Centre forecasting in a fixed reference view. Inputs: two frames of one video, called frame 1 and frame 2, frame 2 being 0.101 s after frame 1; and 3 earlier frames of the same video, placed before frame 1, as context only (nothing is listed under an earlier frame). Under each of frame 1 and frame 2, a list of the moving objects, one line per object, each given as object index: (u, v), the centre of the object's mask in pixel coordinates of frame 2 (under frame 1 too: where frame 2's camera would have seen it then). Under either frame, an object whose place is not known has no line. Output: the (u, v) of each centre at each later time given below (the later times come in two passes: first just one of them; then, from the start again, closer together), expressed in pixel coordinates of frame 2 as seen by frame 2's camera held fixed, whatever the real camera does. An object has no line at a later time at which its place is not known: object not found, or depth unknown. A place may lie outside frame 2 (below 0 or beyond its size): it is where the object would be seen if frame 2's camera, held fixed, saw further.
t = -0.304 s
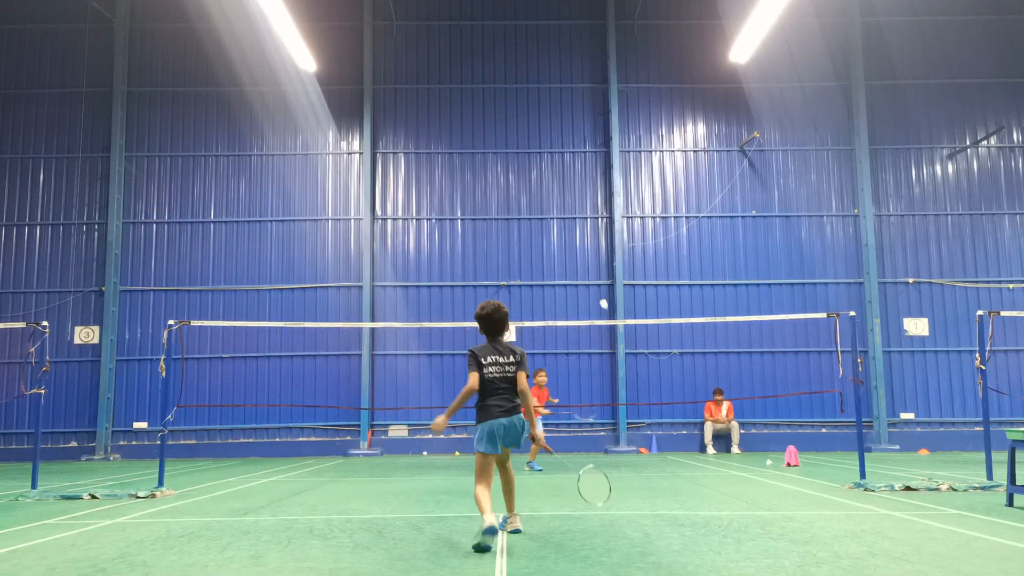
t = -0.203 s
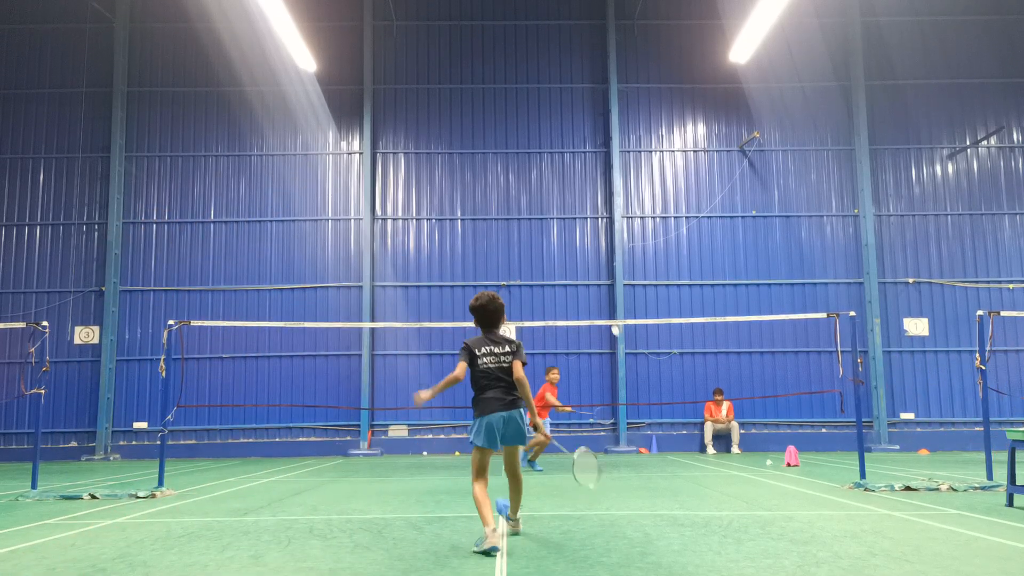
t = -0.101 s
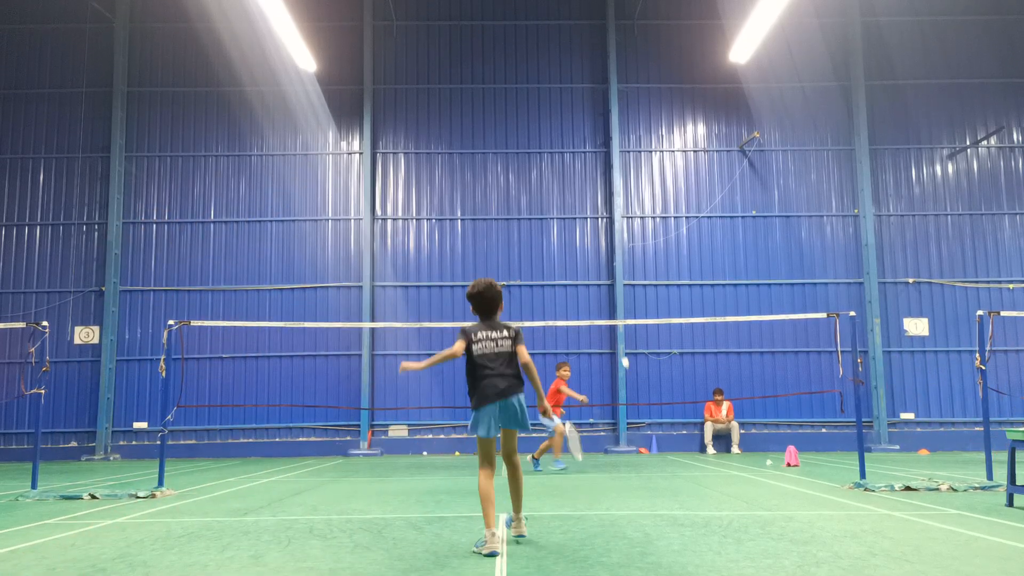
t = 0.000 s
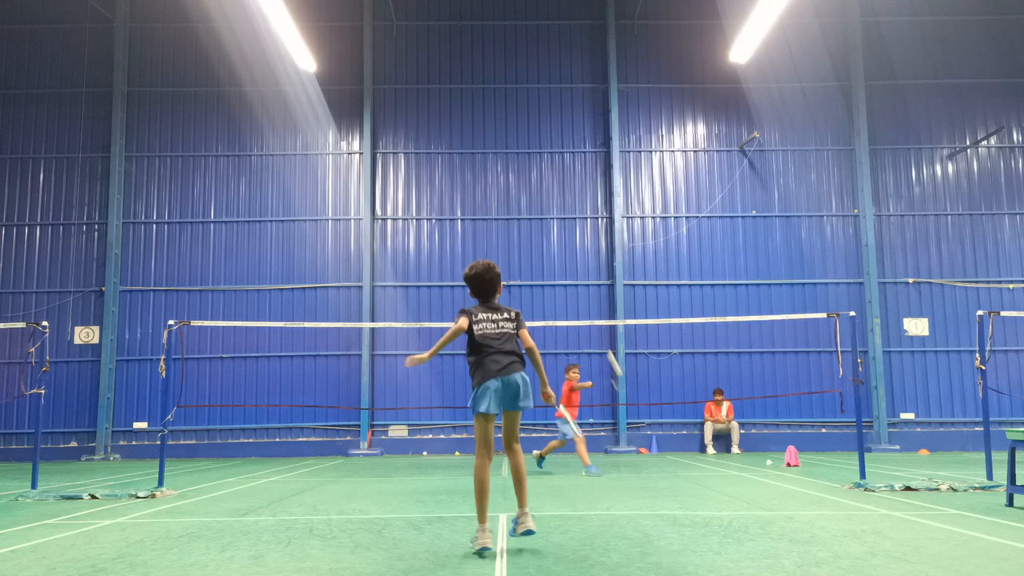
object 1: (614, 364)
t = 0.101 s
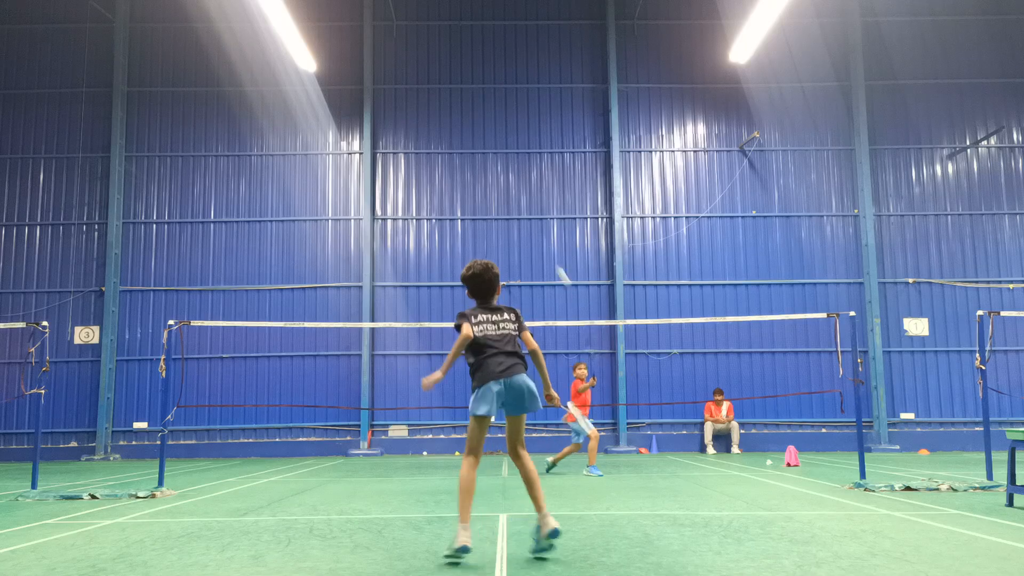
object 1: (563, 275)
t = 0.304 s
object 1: (464, 147)
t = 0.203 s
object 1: (514, 205)
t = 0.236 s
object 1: (498, 186)
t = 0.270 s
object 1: (481, 166)
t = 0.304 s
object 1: (464, 147)
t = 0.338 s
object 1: (447, 130)
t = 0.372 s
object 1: (429, 114)
